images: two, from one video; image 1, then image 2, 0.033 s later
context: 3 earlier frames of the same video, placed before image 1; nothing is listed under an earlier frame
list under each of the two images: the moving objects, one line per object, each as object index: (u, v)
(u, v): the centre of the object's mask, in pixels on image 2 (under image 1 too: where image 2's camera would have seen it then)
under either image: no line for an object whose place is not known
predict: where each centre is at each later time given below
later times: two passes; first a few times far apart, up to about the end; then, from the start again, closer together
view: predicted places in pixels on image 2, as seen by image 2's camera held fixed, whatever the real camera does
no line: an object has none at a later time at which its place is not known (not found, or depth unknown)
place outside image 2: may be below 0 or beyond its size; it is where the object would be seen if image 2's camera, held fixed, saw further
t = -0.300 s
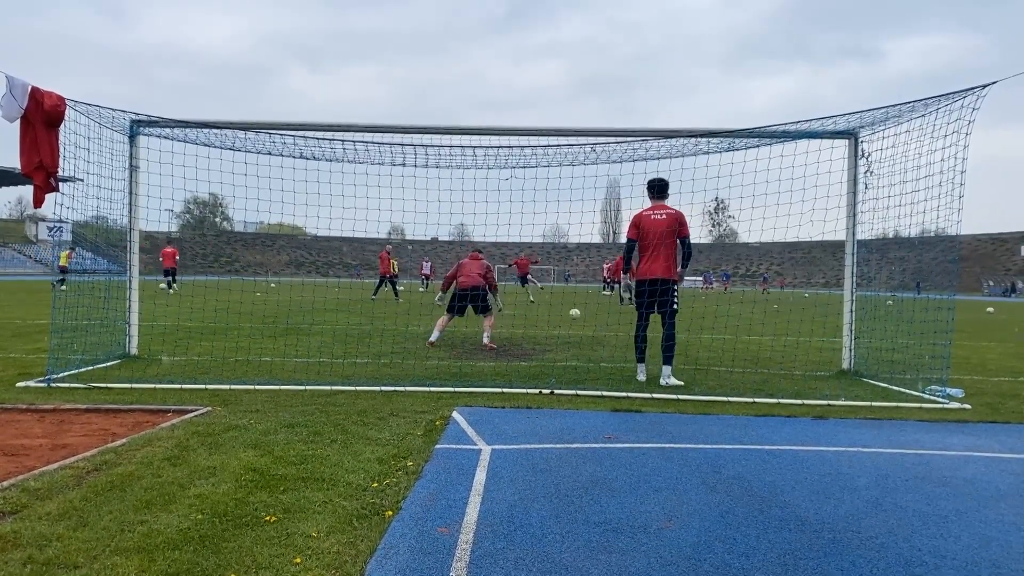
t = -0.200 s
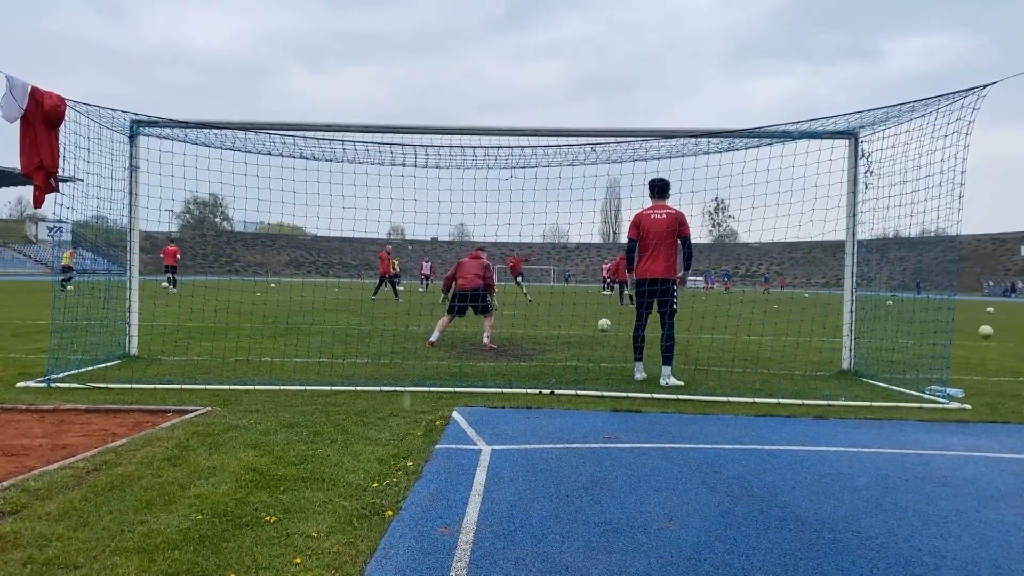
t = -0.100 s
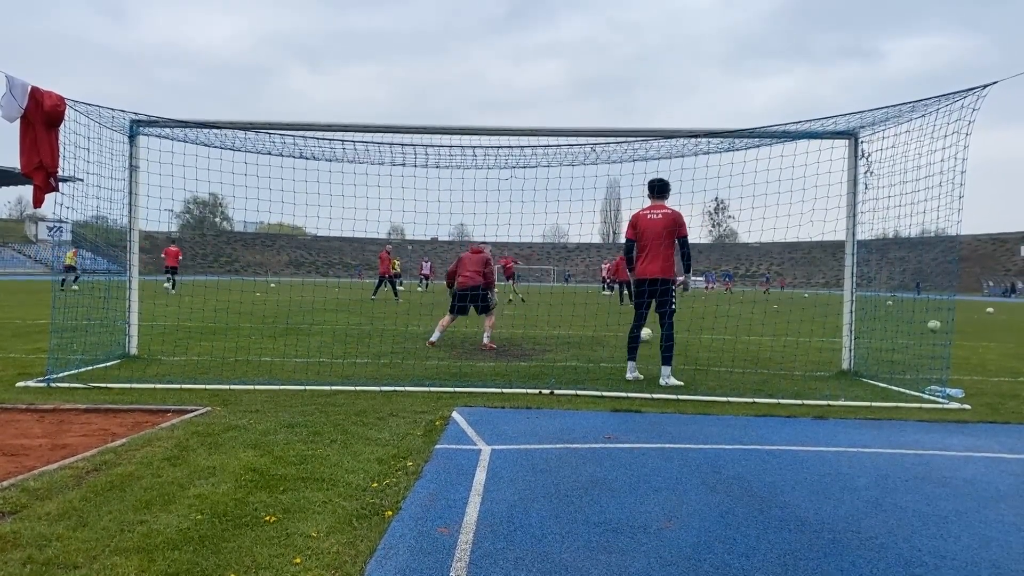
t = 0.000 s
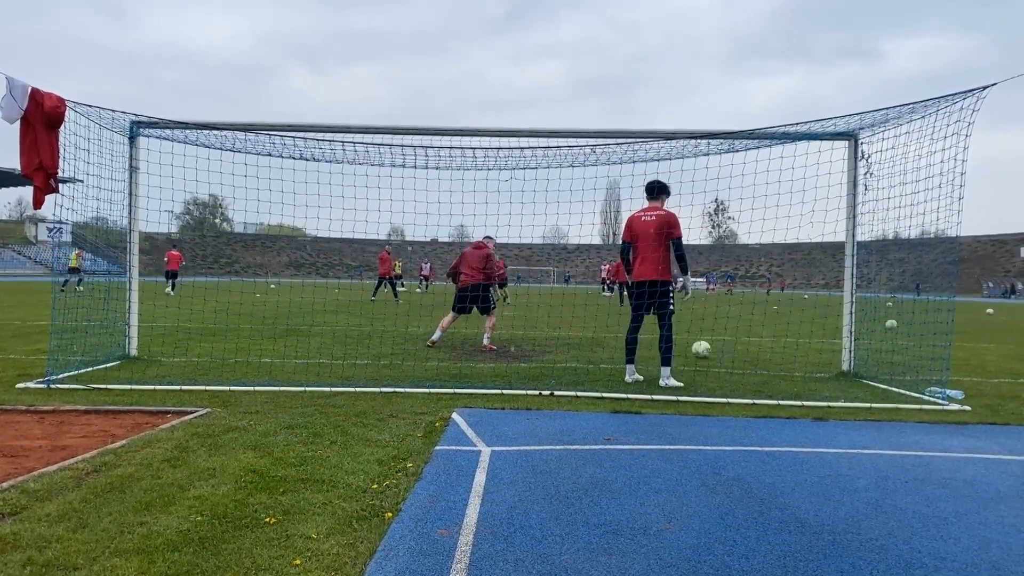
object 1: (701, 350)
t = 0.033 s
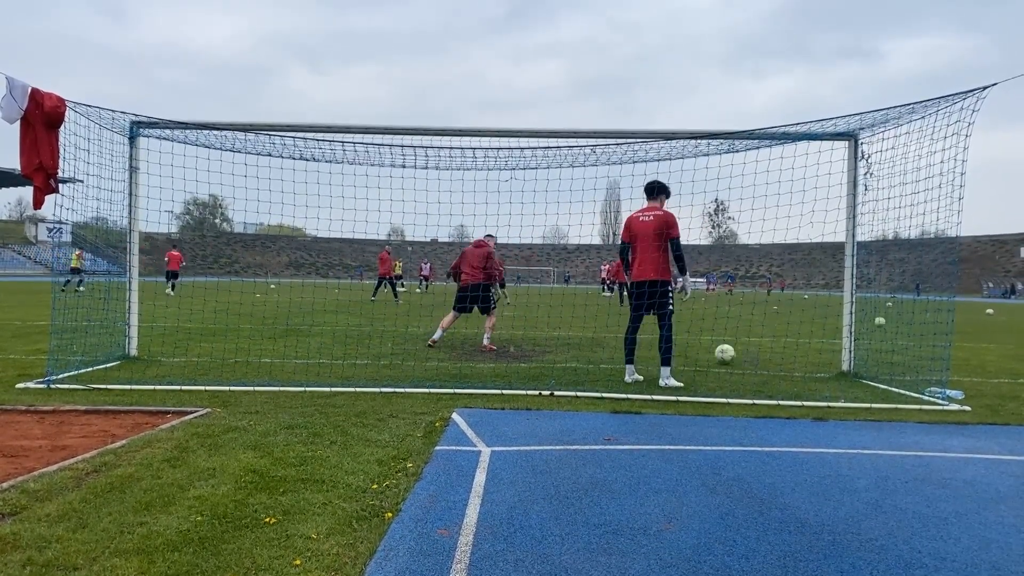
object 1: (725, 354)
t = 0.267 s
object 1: (937, 343)
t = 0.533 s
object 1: (888, 178)
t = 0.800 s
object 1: (836, 116)
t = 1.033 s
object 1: (793, 157)
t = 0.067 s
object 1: (752, 358)
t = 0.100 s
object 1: (782, 364)
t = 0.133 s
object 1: (817, 373)
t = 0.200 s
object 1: (903, 393)
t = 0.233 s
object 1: (928, 370)
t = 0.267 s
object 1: (937, 343)
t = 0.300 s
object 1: (935, 317)
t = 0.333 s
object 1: (931, 292)
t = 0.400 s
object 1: (918, 245)
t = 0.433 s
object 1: (910, 227)
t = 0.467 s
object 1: (903, 209)
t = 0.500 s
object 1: (896, 193)
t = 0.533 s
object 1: (888, 178)
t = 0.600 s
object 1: (875, 152)
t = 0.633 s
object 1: (869, 142)
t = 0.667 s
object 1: (862, 133)
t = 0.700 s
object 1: (856, 126)
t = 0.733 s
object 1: (849, 120)
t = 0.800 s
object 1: (836, 116)
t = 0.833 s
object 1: (829, 118)
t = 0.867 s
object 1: (824, 121)
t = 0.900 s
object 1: (817, 125)
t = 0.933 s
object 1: (811, 133)
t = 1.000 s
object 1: (799, 148)
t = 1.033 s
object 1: (793, 157)
